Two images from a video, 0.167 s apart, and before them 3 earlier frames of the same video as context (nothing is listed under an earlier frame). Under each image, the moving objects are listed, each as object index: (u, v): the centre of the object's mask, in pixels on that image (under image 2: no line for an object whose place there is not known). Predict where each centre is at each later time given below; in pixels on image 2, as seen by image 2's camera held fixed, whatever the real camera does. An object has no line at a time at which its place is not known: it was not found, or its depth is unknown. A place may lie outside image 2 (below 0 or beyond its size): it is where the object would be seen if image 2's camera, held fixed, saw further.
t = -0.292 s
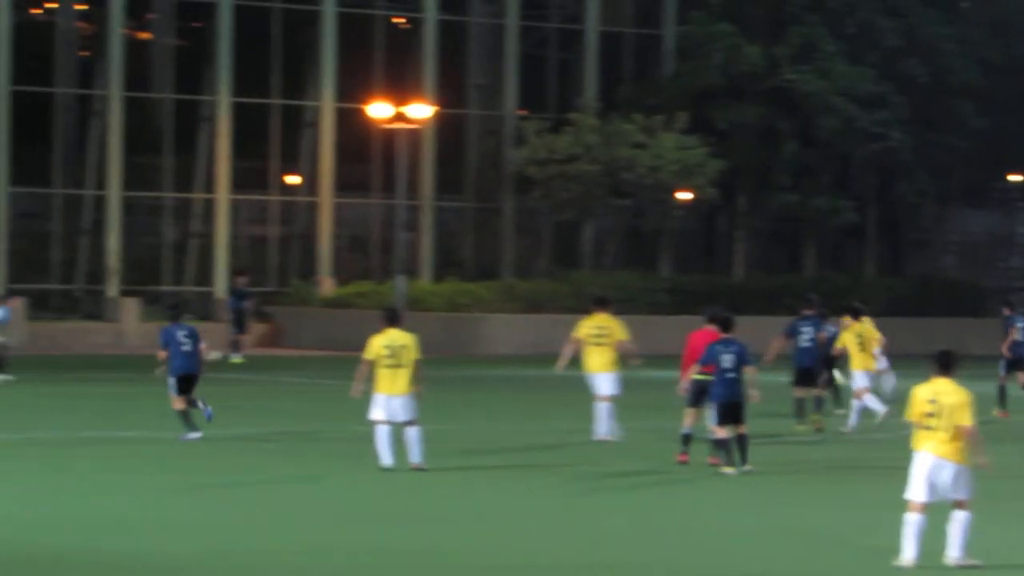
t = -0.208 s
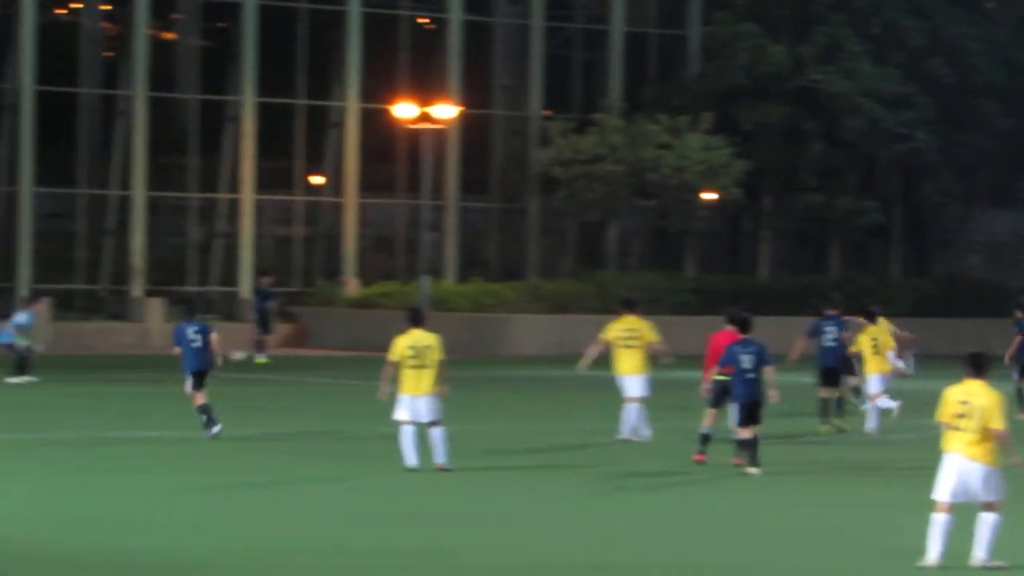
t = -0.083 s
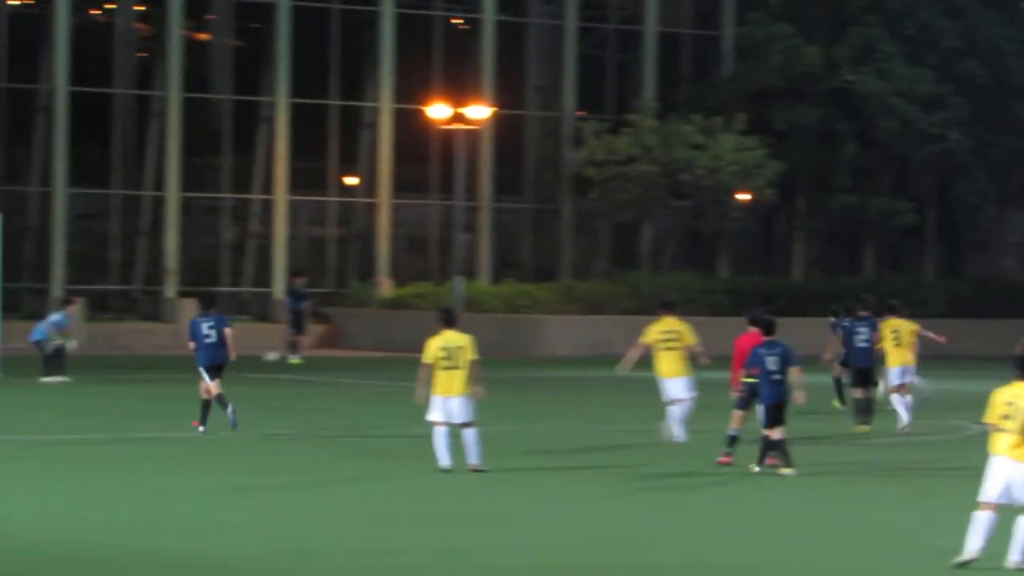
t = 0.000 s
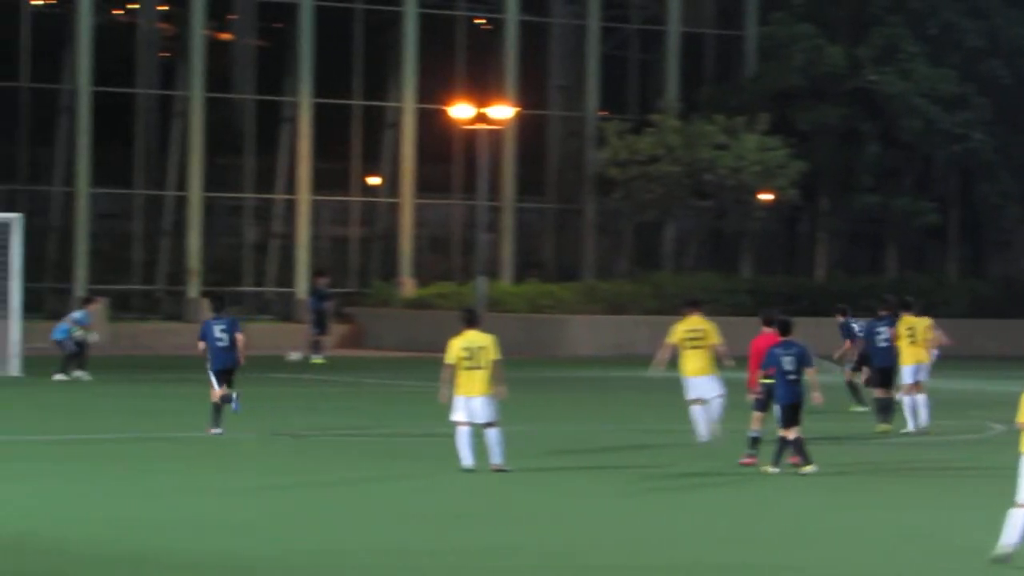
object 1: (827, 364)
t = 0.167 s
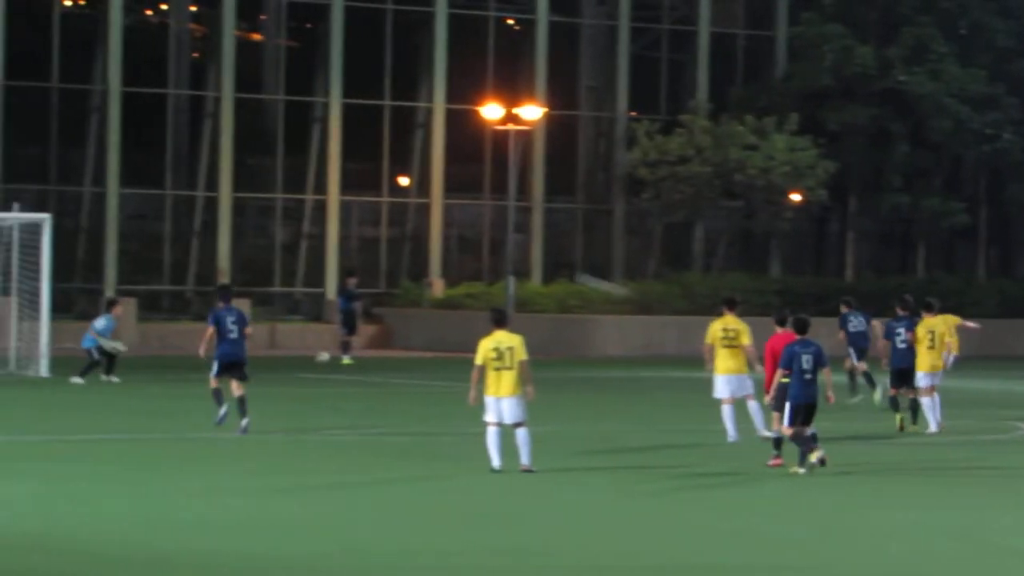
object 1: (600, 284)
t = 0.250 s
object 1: (494, 252)
